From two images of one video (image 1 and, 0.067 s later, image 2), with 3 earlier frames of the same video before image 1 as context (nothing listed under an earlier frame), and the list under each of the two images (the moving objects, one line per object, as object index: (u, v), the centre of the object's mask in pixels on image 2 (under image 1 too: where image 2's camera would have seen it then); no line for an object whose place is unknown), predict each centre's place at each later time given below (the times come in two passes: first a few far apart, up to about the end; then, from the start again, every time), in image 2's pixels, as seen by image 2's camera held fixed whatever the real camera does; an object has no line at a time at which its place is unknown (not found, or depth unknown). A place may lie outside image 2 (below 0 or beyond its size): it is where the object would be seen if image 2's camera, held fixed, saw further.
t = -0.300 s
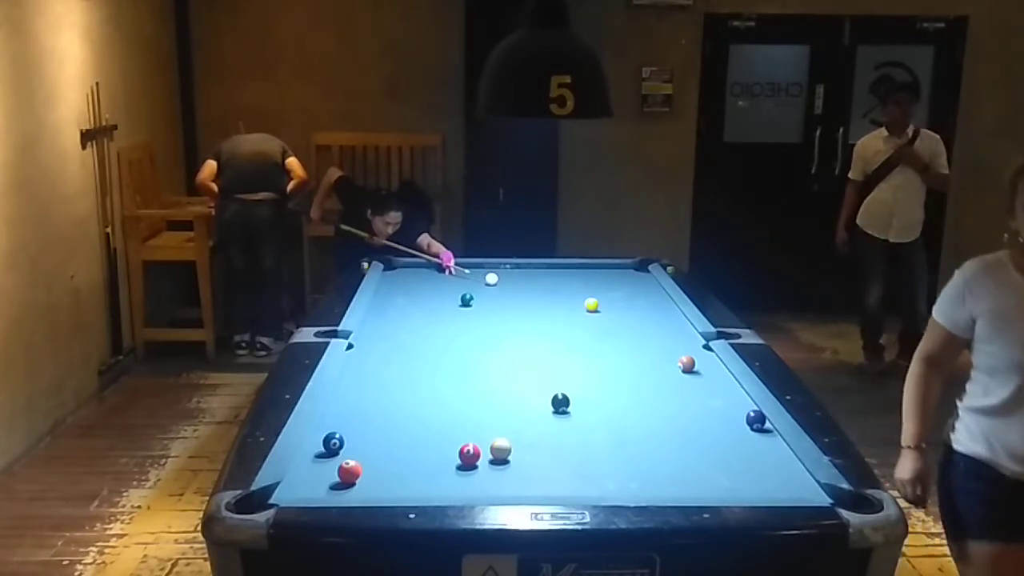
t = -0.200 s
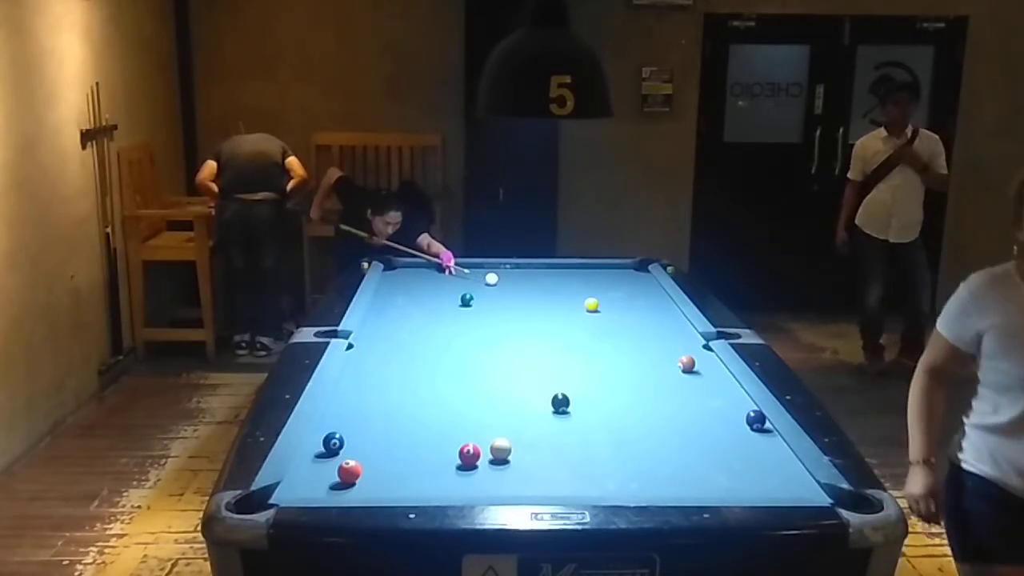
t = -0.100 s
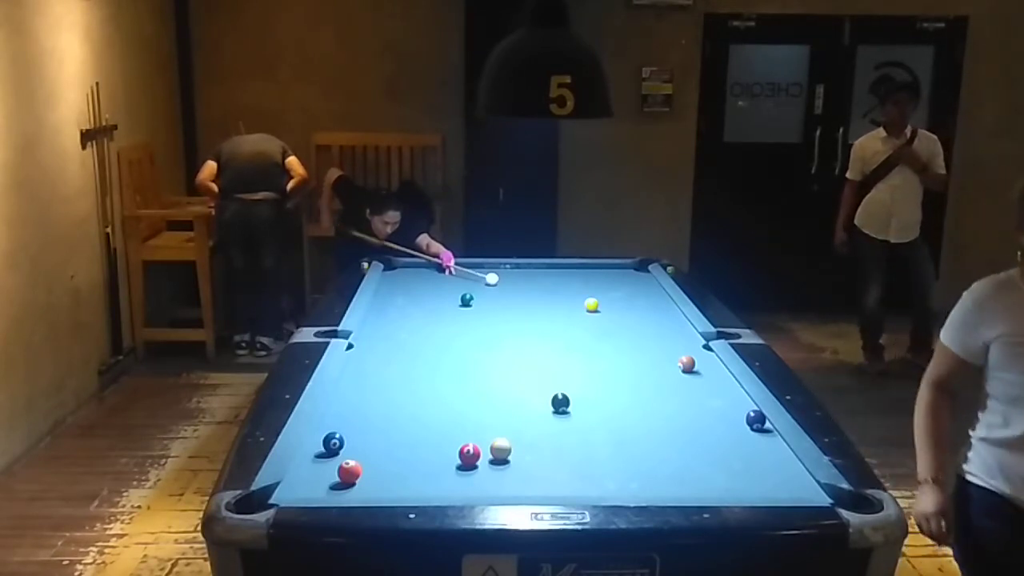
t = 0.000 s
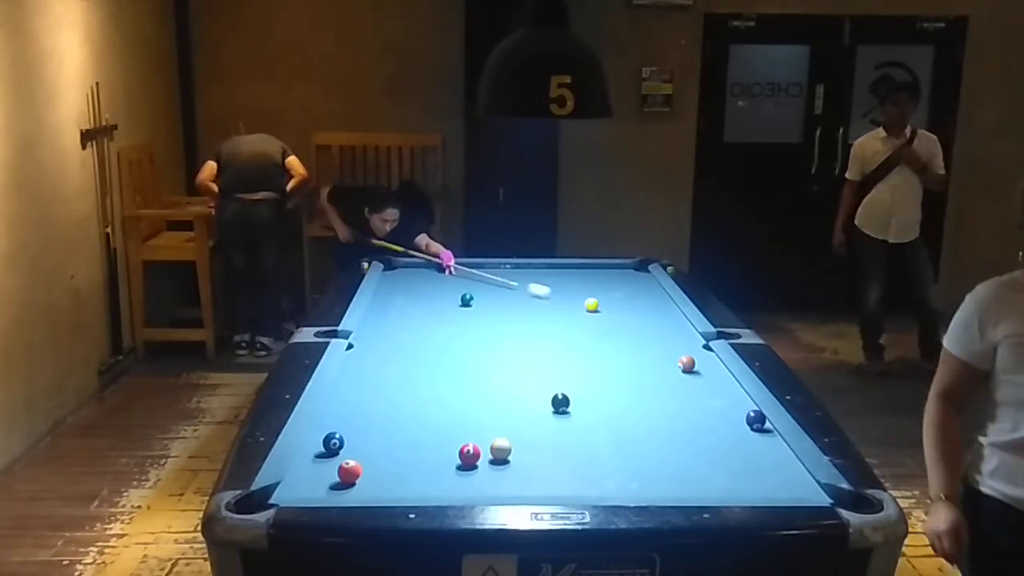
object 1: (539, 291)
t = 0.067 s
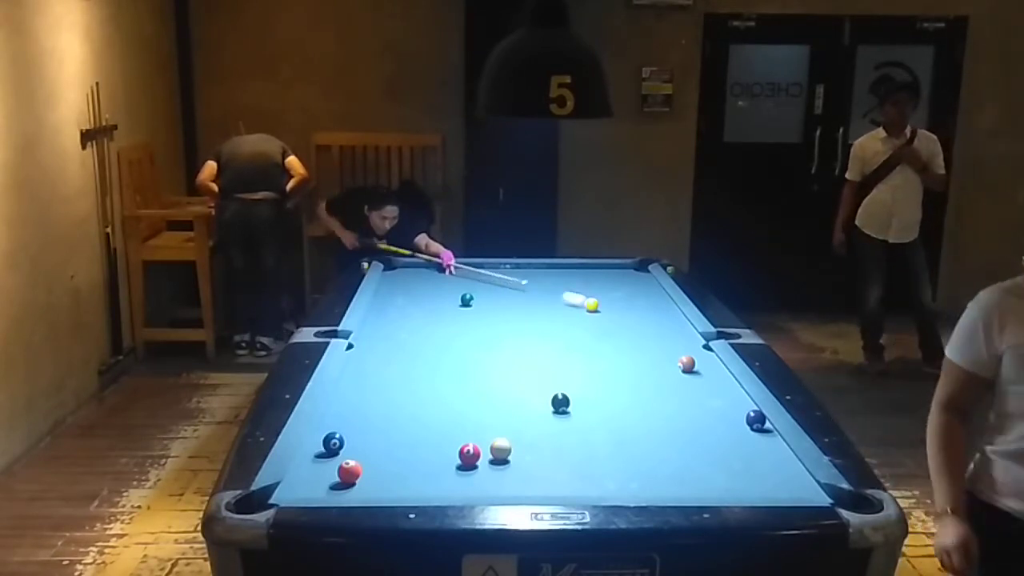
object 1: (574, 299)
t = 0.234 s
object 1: (602, 302)
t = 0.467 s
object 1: (642, 306)
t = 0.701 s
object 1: (668, 311)
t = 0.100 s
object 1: (584, 301)
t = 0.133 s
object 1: (588, 301)
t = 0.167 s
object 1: (592, 301)
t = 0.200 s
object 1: (596, 302)
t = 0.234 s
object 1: (602, 302)
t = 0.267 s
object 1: (607, 302)
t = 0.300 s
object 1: (613, 303)
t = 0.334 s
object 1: (619, 304)
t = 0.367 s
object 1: (625, 304)
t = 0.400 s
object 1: (631, 305)
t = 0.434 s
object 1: (637, 306)
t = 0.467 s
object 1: (642, 306)
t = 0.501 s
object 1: (648, 307)
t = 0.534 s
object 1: (654, 308)
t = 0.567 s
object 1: (660, 308)
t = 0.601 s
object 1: (665, 309)
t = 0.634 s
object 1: (671, 310)
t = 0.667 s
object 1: (671, 310)
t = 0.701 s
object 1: (668, 311)
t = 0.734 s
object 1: (665, 311)
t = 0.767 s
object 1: (662, 311)
